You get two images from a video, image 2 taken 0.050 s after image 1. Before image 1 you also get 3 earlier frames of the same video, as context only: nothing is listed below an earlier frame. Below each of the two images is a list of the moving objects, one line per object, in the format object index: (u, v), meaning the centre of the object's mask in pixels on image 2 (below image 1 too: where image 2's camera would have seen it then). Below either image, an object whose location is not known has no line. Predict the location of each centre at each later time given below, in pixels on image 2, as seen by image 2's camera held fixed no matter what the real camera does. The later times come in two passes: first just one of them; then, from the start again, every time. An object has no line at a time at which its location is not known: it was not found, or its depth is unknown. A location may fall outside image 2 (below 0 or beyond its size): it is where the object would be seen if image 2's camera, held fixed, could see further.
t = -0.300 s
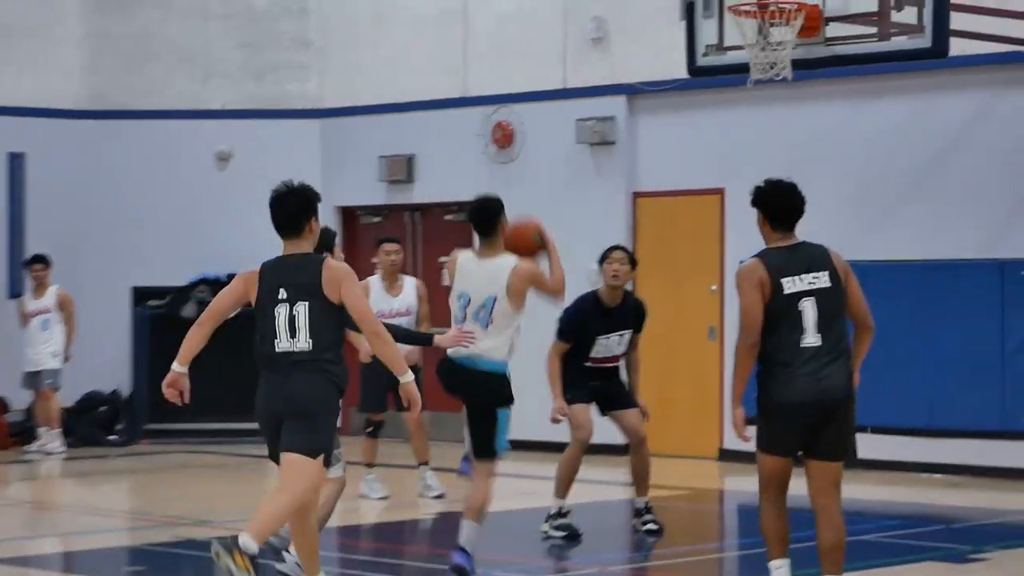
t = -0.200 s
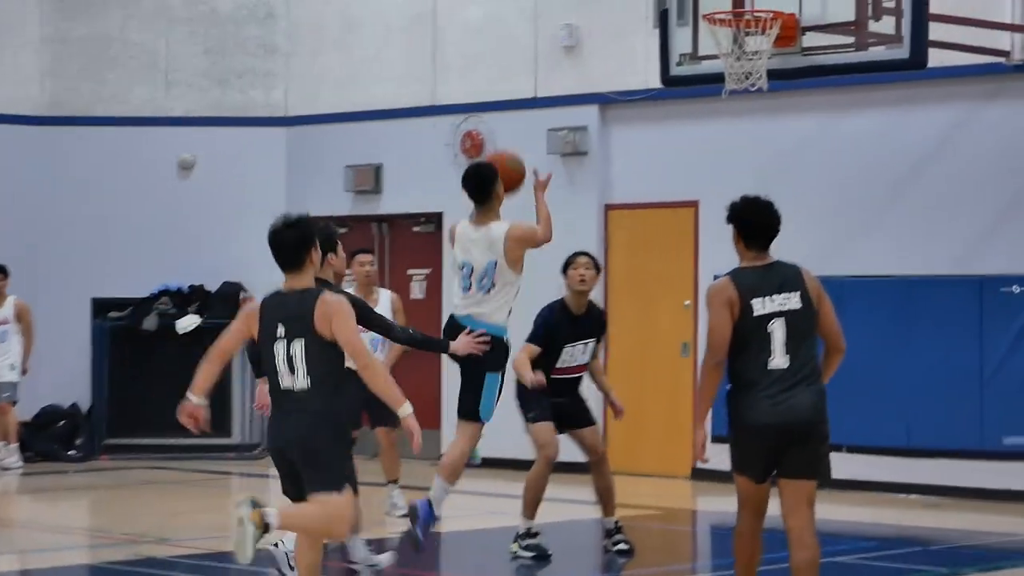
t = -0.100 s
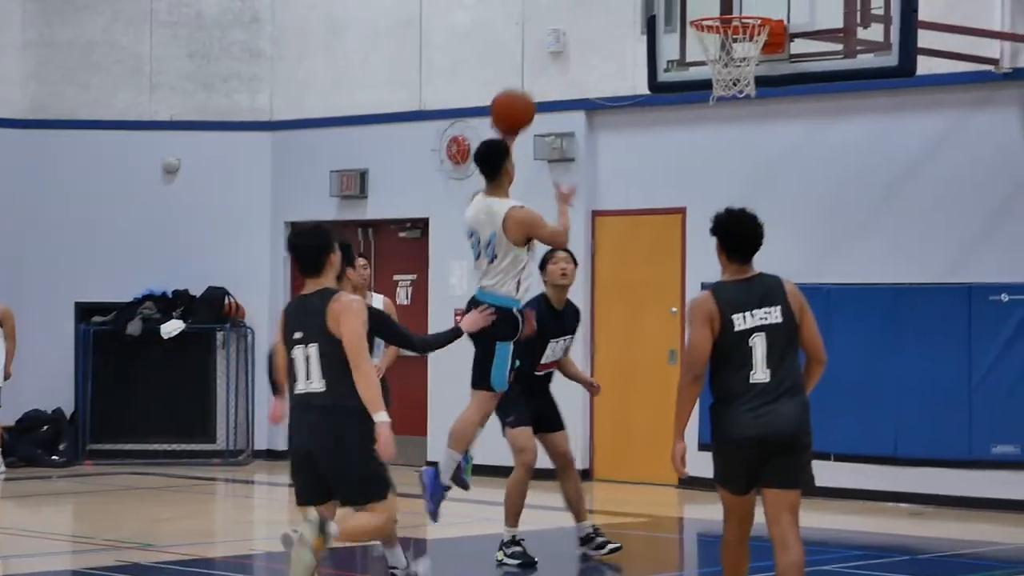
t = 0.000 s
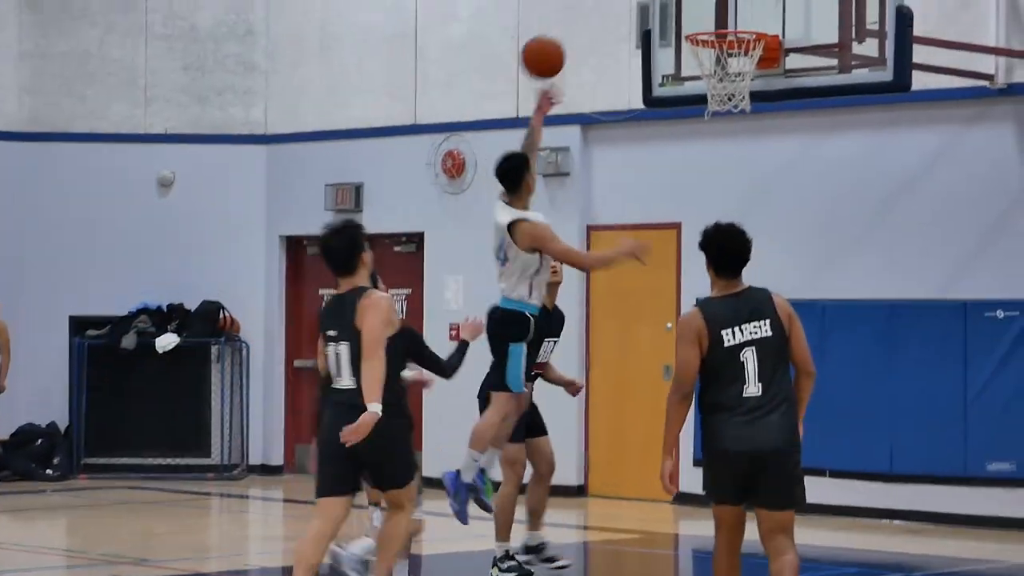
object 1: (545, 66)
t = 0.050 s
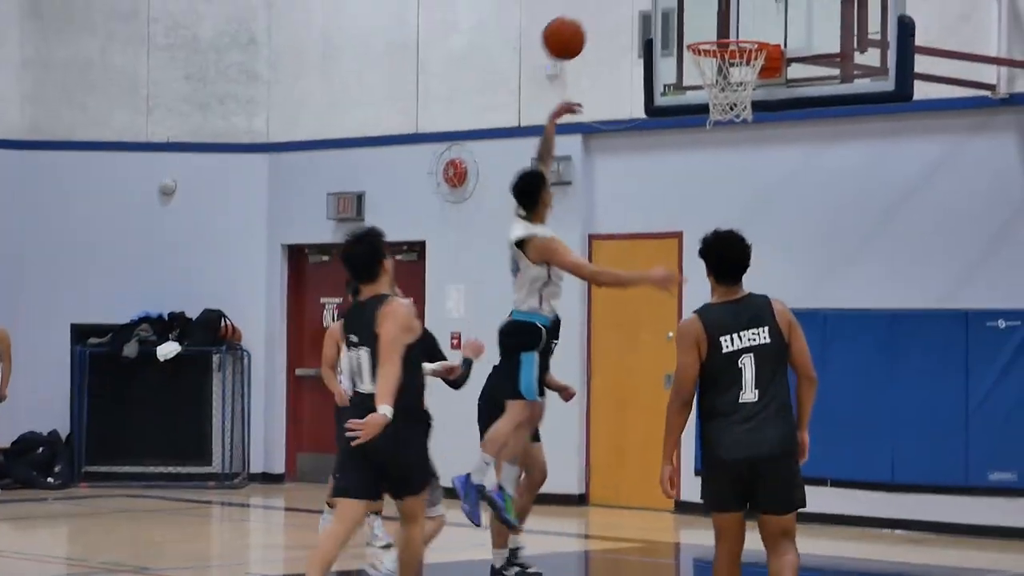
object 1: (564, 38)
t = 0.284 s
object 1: (647, -23)
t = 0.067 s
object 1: (570, 30)
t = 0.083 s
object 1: (576, 22)
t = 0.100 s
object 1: (582, 15)
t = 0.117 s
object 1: (588, 9)
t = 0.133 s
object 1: (594, 4)
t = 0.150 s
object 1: (600, 0)
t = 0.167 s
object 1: (607, -5)
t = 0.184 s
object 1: (613, -8)
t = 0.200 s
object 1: (619, -12)
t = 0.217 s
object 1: (624, -14)
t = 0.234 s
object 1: (630, -17)
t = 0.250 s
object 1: (636, -19)
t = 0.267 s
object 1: (642, -21)
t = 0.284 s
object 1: (647, -23)
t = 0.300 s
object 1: (653, -24)
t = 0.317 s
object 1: (658, -25)
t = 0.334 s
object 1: (664, -27)
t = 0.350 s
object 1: (670, -27)
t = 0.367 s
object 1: (676, -28)
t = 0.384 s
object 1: (681, -26)
